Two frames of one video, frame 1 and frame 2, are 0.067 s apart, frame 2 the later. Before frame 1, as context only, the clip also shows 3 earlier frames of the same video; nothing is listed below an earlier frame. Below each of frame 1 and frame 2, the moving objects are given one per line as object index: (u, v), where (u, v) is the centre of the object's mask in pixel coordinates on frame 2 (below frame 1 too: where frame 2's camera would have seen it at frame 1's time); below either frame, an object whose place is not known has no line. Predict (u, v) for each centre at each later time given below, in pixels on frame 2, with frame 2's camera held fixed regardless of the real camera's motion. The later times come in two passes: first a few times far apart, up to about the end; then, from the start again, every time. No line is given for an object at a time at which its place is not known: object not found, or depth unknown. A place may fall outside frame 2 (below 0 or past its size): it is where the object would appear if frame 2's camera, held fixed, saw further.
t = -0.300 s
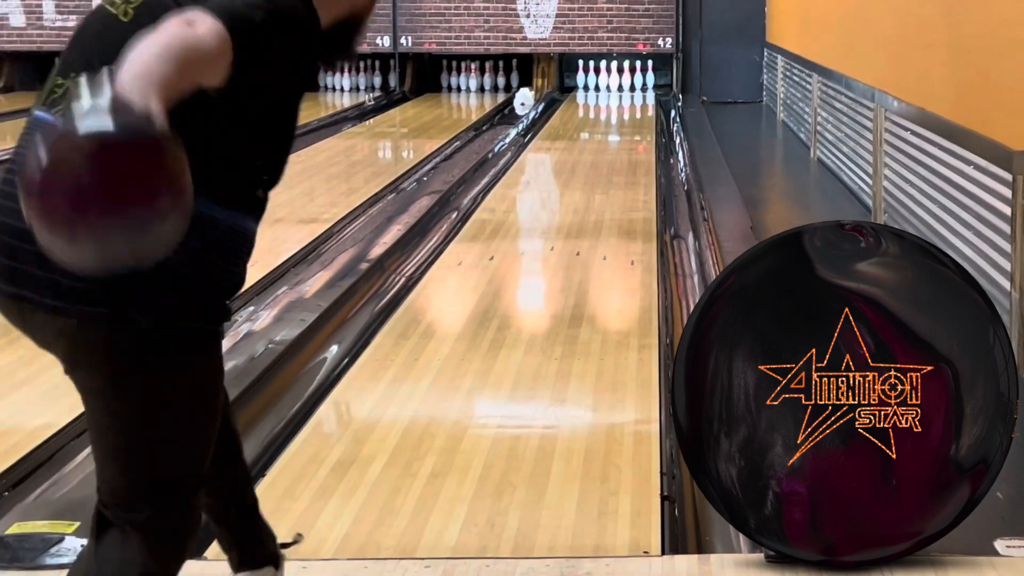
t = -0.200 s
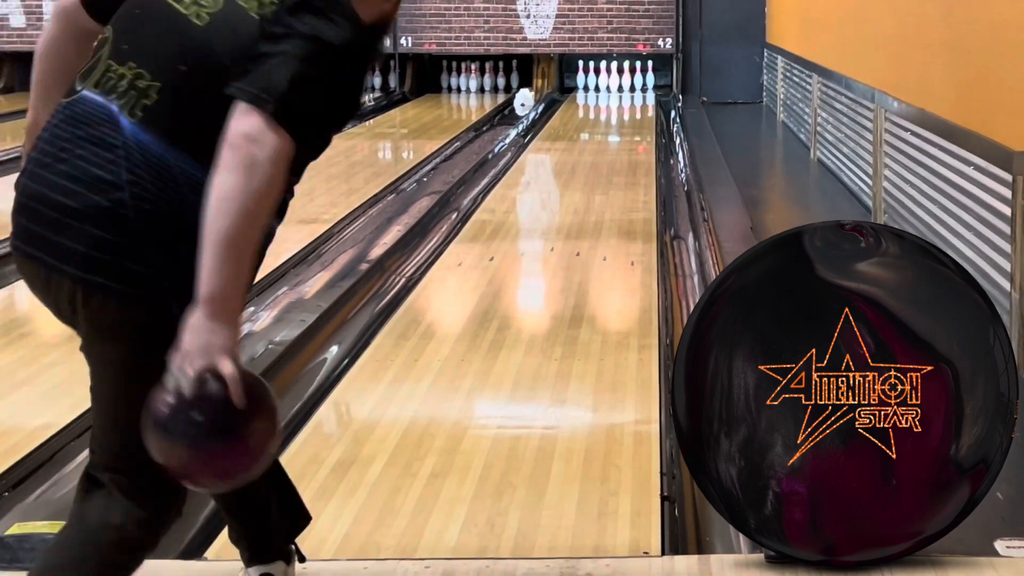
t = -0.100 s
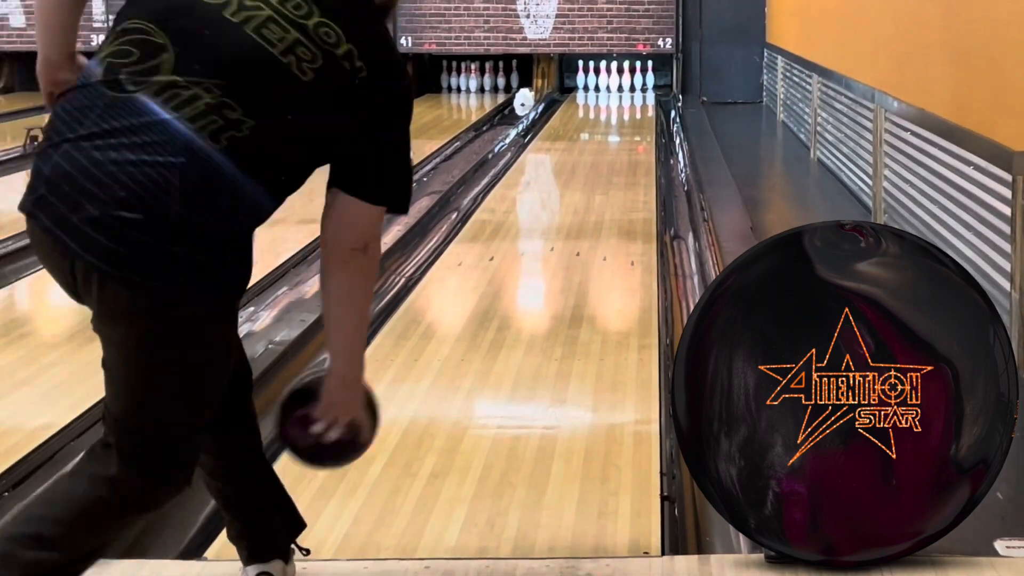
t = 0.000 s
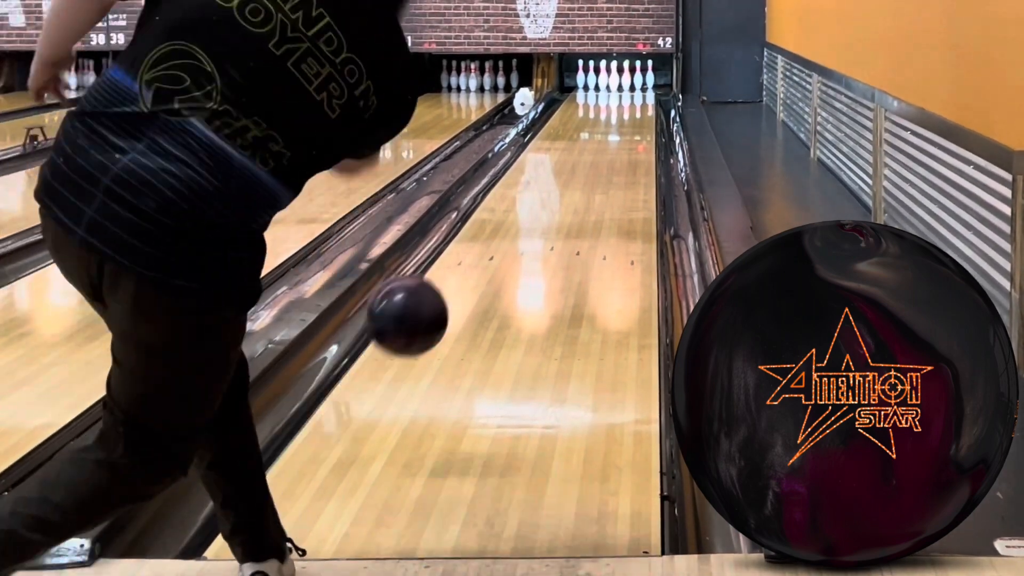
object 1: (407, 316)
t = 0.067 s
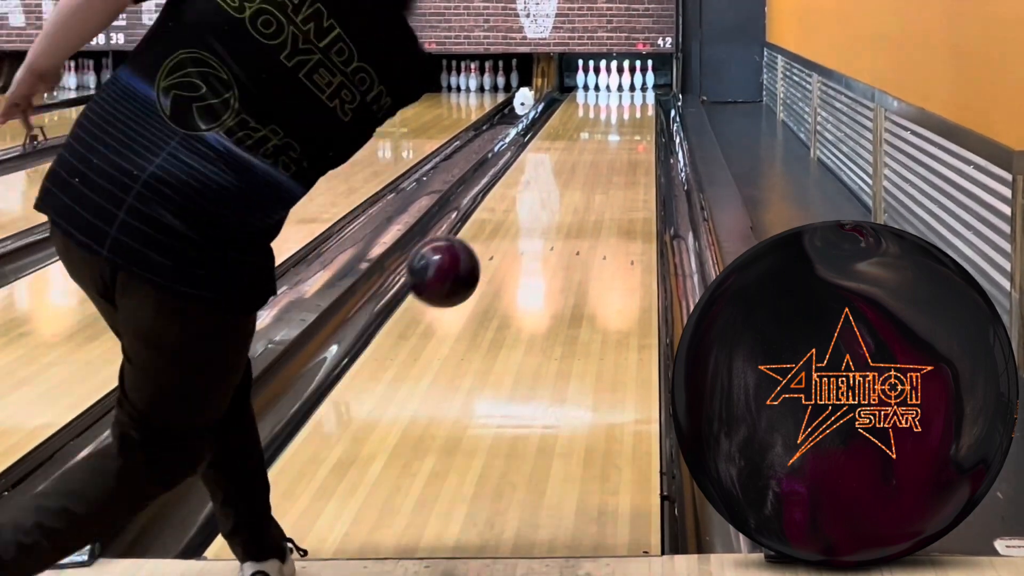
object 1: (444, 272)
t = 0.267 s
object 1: (515, 249)
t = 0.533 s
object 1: (569, 221)
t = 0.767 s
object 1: (596, 180)
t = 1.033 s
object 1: (616, 150)
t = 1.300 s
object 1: (628, 127)
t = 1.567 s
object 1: (635, 111)
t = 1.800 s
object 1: (634, 99)
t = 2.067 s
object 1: (627, 90)
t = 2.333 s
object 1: (619, 83)
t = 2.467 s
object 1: (619, 83)
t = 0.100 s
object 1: (459, 258)
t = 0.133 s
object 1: (472, 249)
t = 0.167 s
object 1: (484, 244)
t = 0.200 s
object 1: (496, 243)
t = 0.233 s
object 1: (506, 245)
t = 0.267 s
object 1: (515, 249)
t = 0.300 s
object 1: (524, 256)
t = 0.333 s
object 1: (532, 264)
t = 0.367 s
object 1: (540, 262)
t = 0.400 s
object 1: (546, 249)
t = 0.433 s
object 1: (553, 239)
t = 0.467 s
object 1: (558, 232)
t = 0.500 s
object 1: (563, 227)
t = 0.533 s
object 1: (569, 221)
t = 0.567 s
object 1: (573, 214)
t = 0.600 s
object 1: (577, 208)
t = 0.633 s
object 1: (581, 202)
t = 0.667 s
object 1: (585, 196)
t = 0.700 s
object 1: (589, 191)
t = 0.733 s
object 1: (592, 185)
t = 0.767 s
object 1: (596, 180)
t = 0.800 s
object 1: (598, 176)
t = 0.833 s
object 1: (602, 171)
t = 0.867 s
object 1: (604, 167)
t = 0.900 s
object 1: (607, 163)
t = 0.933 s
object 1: (609, 160)
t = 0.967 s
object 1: (611, 156)
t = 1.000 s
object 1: (614, 153)
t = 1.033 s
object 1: (616, 150)
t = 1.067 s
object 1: (618, 146)
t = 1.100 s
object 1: (619, 143)
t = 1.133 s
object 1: (621, 140)
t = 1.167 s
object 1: (623, 138)
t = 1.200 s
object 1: (624, 135)
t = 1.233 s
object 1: (626, 132)
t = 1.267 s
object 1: (627, 130)
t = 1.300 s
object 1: (628, 127)
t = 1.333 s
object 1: (630, 125)
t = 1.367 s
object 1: (631, 123)
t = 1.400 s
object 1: (632, 121)
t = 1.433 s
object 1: (632, 118)
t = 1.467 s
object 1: (633, 117)
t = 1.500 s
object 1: (634, 115)
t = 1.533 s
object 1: (635, 113)
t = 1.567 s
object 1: (635, 111)
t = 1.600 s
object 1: (635, 109)
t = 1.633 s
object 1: (635, 107)
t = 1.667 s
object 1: (636, 105)
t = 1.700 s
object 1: (636, 104)
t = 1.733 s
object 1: (635, 102)
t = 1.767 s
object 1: (635, 101)
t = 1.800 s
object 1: (634, 99)
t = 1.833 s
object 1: (634, 98)
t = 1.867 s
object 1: (633, 97)
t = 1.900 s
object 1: (632, 95)
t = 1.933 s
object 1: (631, 94)
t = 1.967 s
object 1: (631, 93)
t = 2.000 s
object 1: (630, 92)
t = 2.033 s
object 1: (628, 90)
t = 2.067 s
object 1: (627, 90)
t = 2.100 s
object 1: (626, 88)
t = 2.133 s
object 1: (625, 87)
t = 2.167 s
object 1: (622, 86)
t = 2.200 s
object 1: (620, 85)
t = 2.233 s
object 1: (619, 84)
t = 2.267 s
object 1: (620, 84)
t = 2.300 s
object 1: (619, 84)
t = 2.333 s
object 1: (619, 83)
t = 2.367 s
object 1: (618, 82)
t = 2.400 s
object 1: (619, 82)
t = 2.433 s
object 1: (618, 81)
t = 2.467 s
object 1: (619, 83)
